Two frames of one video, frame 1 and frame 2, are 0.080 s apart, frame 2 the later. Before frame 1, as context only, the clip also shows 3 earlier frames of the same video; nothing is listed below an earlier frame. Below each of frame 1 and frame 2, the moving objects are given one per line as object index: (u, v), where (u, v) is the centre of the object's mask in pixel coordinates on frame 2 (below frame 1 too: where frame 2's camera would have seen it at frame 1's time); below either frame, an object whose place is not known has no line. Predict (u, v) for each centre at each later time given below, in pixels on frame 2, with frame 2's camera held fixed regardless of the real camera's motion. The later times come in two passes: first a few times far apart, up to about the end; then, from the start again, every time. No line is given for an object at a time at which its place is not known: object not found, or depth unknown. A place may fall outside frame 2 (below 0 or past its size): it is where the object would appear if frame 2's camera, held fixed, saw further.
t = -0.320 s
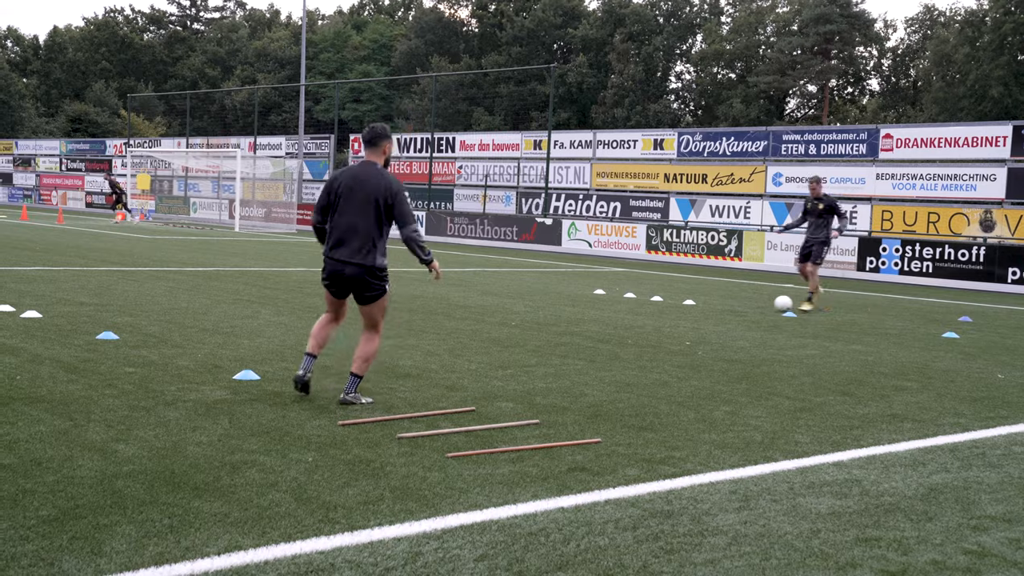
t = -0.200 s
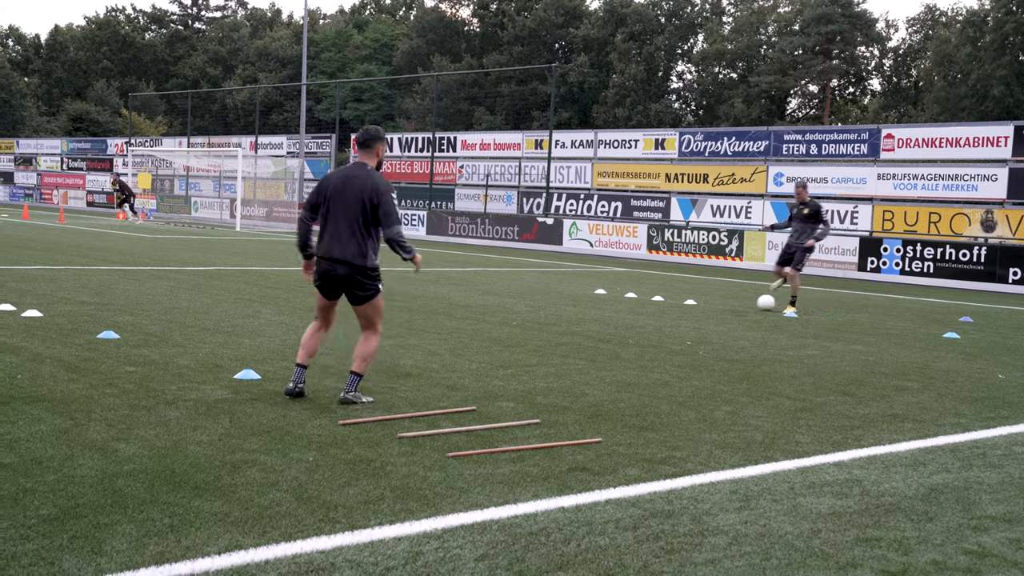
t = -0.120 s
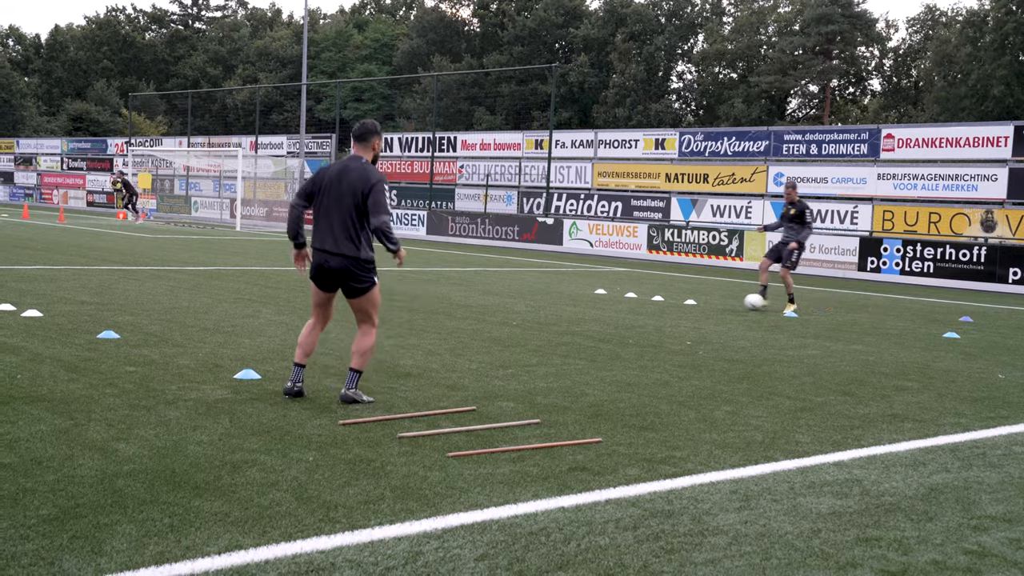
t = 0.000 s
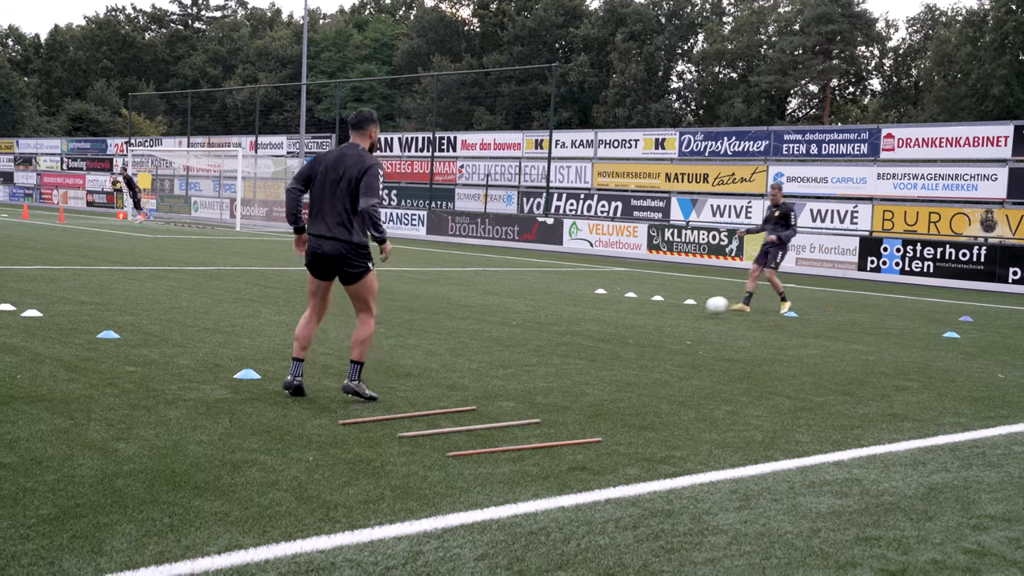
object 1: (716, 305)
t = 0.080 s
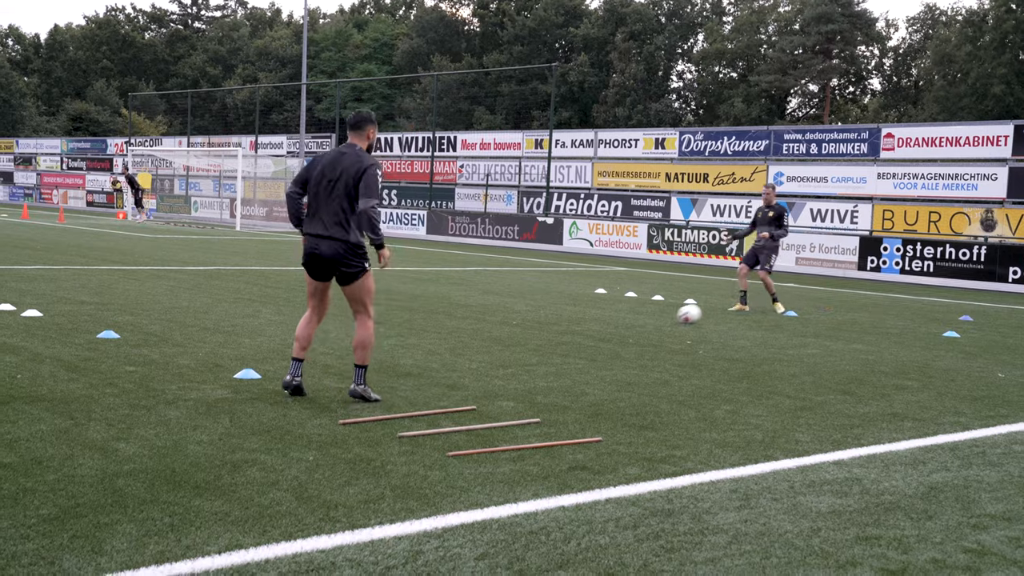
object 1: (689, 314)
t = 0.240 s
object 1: (633, 325)
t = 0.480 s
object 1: (535, 348)
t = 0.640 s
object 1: (460, 367)
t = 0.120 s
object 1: (675, 316)
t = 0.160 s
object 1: (662, 317)
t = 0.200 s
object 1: (648, 320)
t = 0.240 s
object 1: (633, 325)
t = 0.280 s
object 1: (617, 330)
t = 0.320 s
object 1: (602, 332)
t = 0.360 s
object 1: (587, 334)
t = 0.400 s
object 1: (570, 338)
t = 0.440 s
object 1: (553, 345)
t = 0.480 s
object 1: (535, 348)
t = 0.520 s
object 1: (518, 352)
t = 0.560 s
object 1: (499, 358)
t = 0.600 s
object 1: (480, 363)
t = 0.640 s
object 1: (460, 367)
